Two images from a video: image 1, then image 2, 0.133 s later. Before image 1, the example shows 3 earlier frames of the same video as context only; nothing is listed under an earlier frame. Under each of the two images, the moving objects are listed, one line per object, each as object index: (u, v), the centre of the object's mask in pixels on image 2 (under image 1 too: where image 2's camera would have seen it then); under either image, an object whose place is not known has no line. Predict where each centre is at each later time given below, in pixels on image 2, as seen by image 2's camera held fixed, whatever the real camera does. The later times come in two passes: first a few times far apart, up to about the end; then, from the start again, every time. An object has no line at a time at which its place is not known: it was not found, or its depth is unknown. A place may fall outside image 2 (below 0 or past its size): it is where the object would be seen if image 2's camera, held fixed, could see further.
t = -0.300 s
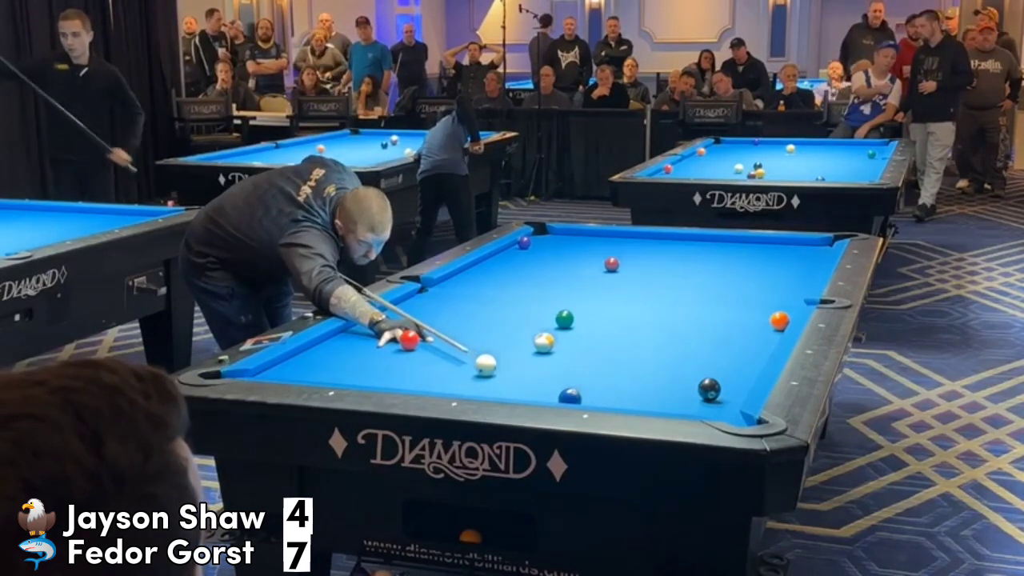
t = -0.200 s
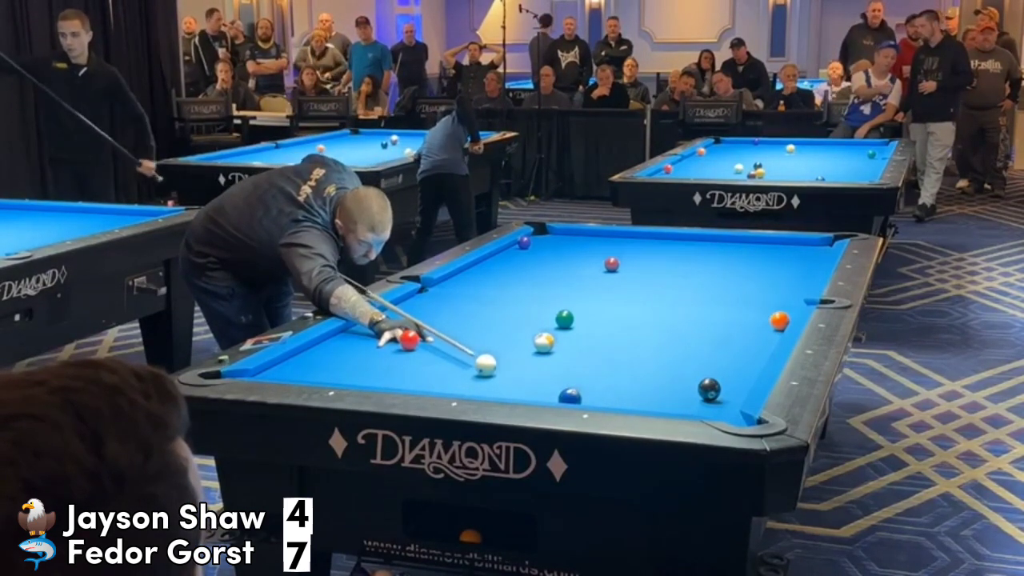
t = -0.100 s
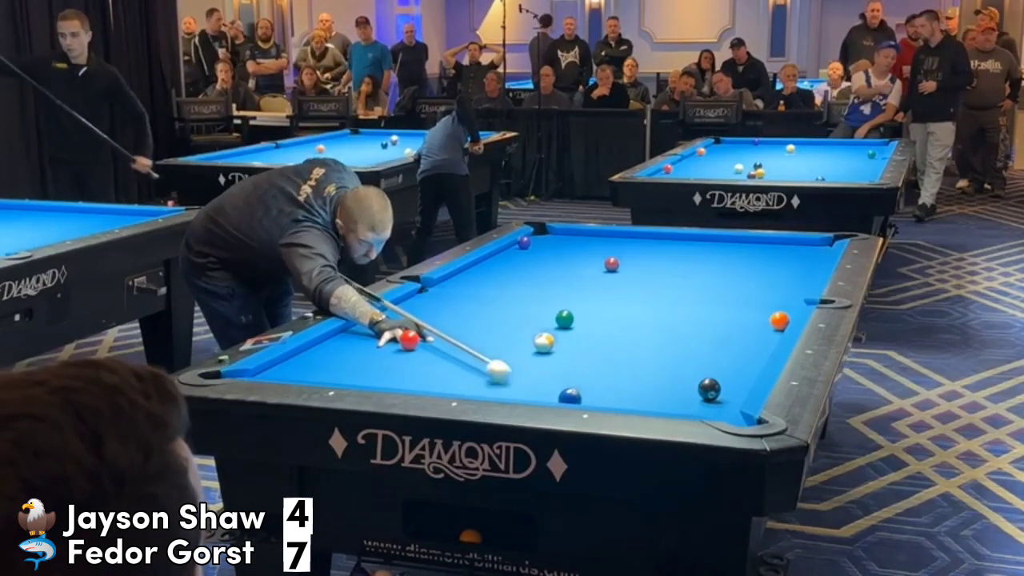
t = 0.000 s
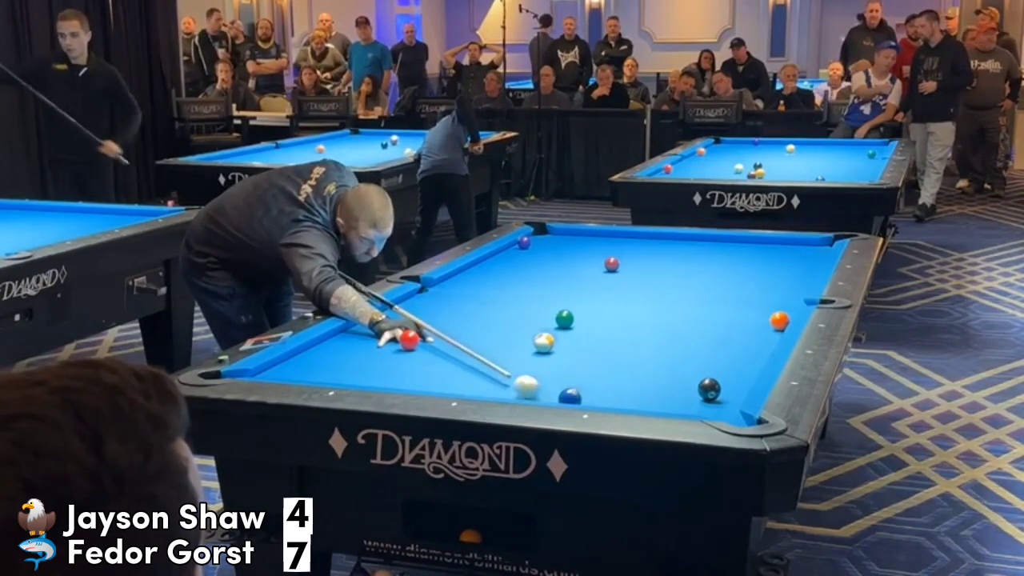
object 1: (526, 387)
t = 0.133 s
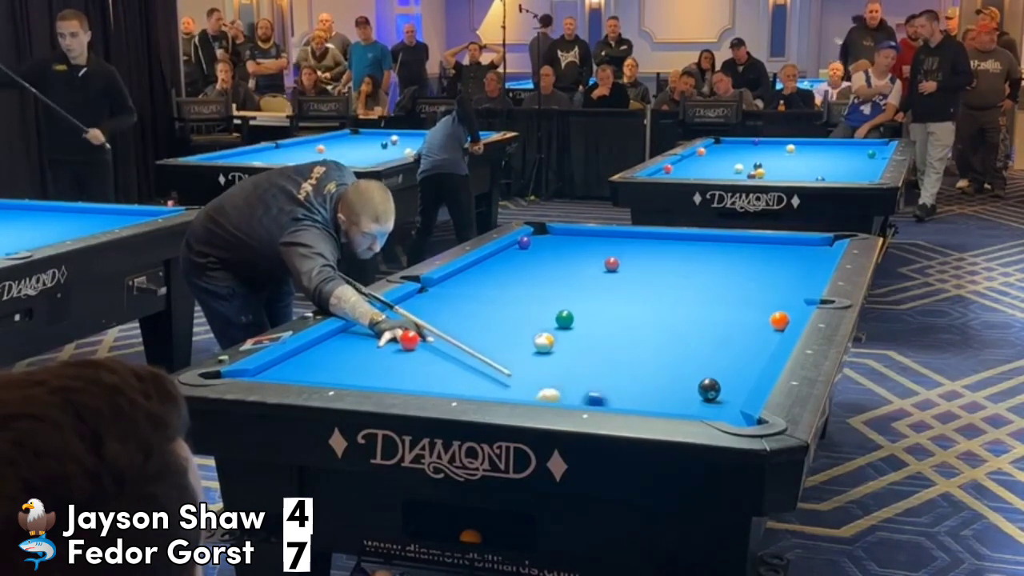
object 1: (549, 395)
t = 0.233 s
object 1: (570, 392)
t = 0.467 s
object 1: (619, 383)
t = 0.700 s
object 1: (664, 373)
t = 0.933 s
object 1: (707, 364)
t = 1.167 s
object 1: (745, 355)
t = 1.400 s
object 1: (758, 348)
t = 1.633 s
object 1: (747, 339)
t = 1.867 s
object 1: (738, 331)
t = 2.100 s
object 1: (729, 325)
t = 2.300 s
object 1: (722, 320)
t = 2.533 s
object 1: (714, 314)
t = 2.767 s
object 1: (708, 309)
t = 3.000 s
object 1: (702, 305)
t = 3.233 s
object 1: (696, 301)
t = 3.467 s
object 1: (691, 298)
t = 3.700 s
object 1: (686, 295)
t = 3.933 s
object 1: (683, 292)
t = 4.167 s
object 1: (679, 290)
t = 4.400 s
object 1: (676, 288)
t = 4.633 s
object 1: (672, 286)
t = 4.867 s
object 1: (670, 285)
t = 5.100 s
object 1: (668, 284)
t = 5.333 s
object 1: (667, 283)
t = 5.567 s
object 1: (665, 282)
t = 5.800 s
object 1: (665, 282)
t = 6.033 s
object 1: (665, 281)
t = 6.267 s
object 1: (665, 281)
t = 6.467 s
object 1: (665, 281)
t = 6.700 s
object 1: (665, 282)
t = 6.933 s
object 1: (665, 282)
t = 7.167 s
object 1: (665, 282)
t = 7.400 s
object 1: (665, 282)
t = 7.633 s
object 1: (665, 282)
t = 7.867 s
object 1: (665, 282)
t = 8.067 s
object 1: (665, 282)
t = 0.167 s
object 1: (556, 394)
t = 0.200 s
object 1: (563, 393)
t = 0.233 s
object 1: (570, 392)
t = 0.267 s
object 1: (577, 391)
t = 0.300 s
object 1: (584, 391)
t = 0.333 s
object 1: (592, 390)
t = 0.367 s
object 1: (599, 388)
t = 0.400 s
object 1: (605, 386)
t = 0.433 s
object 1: (613, 385)
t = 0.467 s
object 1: (619, 383)
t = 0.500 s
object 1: (626, 382)
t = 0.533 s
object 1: (632, 380)
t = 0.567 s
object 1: (639, 379)
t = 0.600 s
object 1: (645, 377)
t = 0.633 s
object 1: (652, 375)
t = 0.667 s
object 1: (658, 374)
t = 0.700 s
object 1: (664, 373)
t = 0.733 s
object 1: (671, 372)
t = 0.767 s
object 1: (677, 371)
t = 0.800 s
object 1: (683, 369)
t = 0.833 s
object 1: (689, 368)
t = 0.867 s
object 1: (694, 366)
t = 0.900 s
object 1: (701, 365)
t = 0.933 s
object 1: (707, 364)
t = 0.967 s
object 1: (712, 362)
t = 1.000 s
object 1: (718, 361)
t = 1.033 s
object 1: (724, 360)
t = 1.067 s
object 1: (729, 359)
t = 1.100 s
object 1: (734, 358)
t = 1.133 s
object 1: (740, 357)
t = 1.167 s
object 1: (745, 355)
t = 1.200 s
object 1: (750, 354)
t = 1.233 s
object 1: (756, 353)
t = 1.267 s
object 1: (760, 352)
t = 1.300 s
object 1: (761, 350)
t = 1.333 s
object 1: (760, 350)
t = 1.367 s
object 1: (759, 349)
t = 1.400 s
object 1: (758, 348)
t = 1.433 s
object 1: (756, 346)
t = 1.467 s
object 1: (754, 345)
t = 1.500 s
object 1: (752, 343)
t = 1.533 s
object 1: (751, 342)
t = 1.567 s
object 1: (749, 341)
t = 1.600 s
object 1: (748, 340)
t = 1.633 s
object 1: (747, 339)
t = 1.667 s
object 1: (745, 338)
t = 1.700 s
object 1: (744, 337)
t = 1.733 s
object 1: (743, 336)
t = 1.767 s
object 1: (742, 335)
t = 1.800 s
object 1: (740, 334)
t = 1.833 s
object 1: (739, 332)
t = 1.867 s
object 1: (738, 331)
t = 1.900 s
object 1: (736, 331)
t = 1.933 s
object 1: (735, 330)
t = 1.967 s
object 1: (734, 329)
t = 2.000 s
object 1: (733, 328)
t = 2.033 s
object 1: (731, 327)
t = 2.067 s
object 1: (729, 326)
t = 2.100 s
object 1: (729, 325)
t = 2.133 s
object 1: (728, 324)
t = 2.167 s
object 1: (726, 323)
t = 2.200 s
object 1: (726, 322)
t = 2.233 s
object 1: (724, 322)
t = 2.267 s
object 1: (723, 320)
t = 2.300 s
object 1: (722, 320)
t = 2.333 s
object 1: (721, 319)
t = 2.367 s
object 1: (720, 318)
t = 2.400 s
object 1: (719, 317)
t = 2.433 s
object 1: (718, 317)
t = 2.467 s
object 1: (717, 316)
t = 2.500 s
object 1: (715, 315)
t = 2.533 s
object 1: (714, 314)
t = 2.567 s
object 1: (714, 314)
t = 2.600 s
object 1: (713, 313)
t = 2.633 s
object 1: (712, 312)
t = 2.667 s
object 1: (711, 312)
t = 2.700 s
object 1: (710, 311)
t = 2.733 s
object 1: (709, 310)
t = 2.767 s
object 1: (708, 309)
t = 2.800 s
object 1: (707, 308)
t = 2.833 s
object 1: (706, 308)
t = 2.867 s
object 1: (705, 308)
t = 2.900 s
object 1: (704, 307)
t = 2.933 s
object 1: (704, 306)
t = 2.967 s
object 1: (702, 306)
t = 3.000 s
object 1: (702, 305)
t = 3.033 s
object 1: (701, 305)
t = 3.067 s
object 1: (700, 304)
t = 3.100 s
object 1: (699, 303)
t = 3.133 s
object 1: (698, 303)
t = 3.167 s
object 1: (697, 302)
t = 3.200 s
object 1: (696, 302)
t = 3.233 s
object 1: (696, 301)
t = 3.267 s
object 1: (695, 301)
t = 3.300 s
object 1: (694, 300)
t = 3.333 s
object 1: (694, 300)
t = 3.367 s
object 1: (693, 299)
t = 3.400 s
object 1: (692, 299)
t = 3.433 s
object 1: (691, 298)
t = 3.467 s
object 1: (691, 298)
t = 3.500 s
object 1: (690, 297)
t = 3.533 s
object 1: (689, 297)
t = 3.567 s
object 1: (689, 296)
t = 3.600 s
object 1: (688, 296)
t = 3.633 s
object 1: (687, 295)
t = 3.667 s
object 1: (687, 295)
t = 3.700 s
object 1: (686, 295)
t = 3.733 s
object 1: (686, 294)
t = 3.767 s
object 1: (685, 294)
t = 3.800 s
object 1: (685, 294)
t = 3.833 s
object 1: (684, 293)
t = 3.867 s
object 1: (683, 293)
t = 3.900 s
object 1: (683, 292)
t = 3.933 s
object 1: (683, 292)
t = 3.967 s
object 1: (682, 292)
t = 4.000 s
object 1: (681, 291)
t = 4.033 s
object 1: (681, 291)
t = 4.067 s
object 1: (680, 291)
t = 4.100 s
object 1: (680, 291)
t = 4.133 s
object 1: (680, 290)
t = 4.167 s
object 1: (679, 290)
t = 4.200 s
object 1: (678, 290)
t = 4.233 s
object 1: (678, 289)
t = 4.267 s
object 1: (677, 289)
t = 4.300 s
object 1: (677, 289)
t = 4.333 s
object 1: (677, 289)
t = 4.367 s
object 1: (676, 288)
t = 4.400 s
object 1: (676, 288)
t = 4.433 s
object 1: (675, 288)
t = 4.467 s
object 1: (675, 288)
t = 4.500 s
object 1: (674, 287)
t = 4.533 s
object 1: (673, 287)
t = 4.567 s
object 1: (673, 287)
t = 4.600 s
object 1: (673, 287)
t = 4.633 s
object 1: (672, 286)
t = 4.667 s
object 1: (672, 286)
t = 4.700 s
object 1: (672, 286)
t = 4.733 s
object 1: (671, 286)
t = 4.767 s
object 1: (671, 285)
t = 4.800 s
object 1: (671, 285)
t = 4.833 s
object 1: (670, 285)
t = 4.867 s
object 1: (670, 285)
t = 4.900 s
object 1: (670, 285)
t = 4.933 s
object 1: (669, 285)
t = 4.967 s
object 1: (669, 284)
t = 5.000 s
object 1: (669, 284)
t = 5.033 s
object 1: (669, 284)
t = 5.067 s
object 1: (669, 284)
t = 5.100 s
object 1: (668, 284)
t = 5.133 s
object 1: (668, 284)
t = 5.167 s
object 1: (668, 283)
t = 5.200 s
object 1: (667, 283)
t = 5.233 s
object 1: (667, 283)
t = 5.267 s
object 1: (667, 283)
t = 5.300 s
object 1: (667, 283)
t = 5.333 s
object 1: (667, 283)
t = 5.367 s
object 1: (666, 283)
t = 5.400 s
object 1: (666, 282)
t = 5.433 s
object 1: (666, 282)
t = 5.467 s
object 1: (666, 282)
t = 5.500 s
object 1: (666, 282)
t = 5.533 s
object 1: (666, 282)
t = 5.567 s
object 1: (665, 282)
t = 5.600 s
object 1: (665, 282)
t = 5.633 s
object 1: (665, 282)
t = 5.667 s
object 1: (665, 282)
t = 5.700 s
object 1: (665, 282)
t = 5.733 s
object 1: (665, 282)
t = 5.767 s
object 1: (665, 282)
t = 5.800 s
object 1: (665, 282)
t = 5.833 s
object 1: (665, 281)
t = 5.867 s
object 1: (665, 281)
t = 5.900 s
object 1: (665, 281)
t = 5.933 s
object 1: (665, 281)
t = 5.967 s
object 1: (665, 281)
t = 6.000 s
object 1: (665, 281)
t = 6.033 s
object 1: (665, 281)
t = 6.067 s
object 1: (665, 281)
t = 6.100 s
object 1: (665, 281)
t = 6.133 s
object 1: (665, 281)
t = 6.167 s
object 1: (665, 282)
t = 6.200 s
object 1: (665, 281)
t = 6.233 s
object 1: (665, 281)
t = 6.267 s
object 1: (665, 281)
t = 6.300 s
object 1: (665, 281)
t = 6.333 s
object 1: (665, 281)
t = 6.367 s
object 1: (665, 281)
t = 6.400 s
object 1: (665, 281)
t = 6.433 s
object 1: (665, 281)
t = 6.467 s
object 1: (665, 281)
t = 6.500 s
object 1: (665, 281)
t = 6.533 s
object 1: (665, 281)
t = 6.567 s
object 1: (665, 282)
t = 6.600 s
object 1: (665, 282)
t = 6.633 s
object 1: (665, 282)
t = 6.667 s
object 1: (665, 282)
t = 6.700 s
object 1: (665, 282)
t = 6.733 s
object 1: (665, 282)
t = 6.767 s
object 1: (665, 282)
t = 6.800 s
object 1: (665, 282)
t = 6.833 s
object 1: (665, 282)
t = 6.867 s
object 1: (665, 282)
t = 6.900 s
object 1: (665, 282)
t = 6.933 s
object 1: (665, 282)
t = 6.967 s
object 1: (665, 282)
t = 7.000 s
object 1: (665, 282)
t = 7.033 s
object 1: (665, 282)
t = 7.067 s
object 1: (665, 282)
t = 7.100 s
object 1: (665, 282)
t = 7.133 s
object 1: (665, 282)
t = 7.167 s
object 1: (665, 282)
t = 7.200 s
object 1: (665, 282)
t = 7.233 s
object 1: (665, 282)
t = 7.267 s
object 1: (665, 282)
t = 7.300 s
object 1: (665, 282)
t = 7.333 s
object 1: (665, 282)
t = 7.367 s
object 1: (665, 282)
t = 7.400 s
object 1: (665, 282)
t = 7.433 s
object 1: (665, 282)
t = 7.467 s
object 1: (665, 282)
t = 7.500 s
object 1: (665, 282)
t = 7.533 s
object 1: (665, 282)
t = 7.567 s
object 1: (665, 282)
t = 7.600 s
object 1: (665, 282)
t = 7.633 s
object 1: (665, 282)
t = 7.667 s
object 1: (665, 282)
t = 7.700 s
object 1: (665, 282)
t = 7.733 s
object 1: (665, 282)
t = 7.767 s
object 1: (665, 282)
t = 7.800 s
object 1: (665, 282)
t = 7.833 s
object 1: (665, 282)
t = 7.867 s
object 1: (665, 282)
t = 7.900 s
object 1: (665, 282)
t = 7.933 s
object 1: (665, 282)
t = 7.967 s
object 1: (665, 282)
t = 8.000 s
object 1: (665, 282)
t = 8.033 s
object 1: (665, 282)
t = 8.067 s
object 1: (665, 282)
